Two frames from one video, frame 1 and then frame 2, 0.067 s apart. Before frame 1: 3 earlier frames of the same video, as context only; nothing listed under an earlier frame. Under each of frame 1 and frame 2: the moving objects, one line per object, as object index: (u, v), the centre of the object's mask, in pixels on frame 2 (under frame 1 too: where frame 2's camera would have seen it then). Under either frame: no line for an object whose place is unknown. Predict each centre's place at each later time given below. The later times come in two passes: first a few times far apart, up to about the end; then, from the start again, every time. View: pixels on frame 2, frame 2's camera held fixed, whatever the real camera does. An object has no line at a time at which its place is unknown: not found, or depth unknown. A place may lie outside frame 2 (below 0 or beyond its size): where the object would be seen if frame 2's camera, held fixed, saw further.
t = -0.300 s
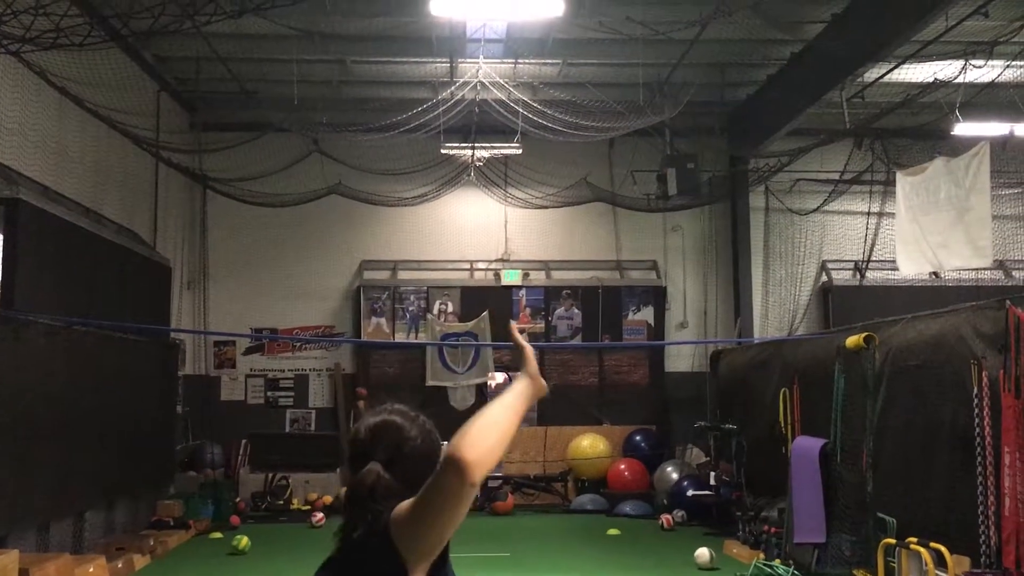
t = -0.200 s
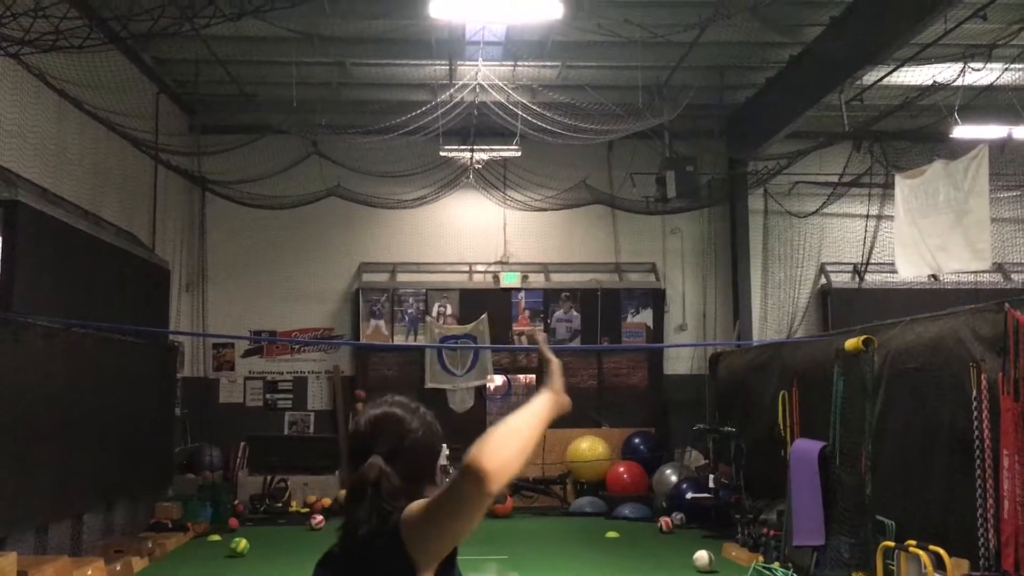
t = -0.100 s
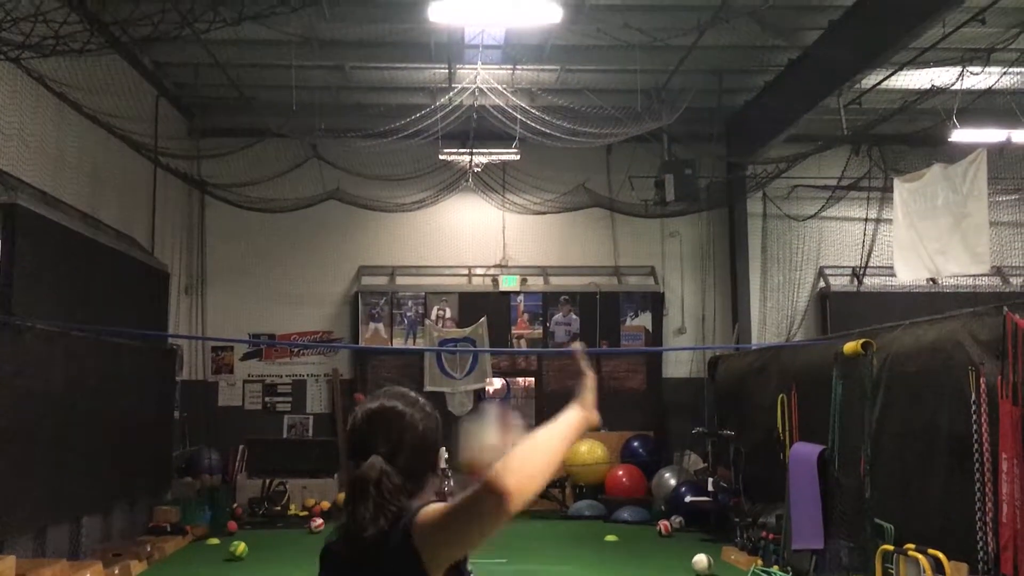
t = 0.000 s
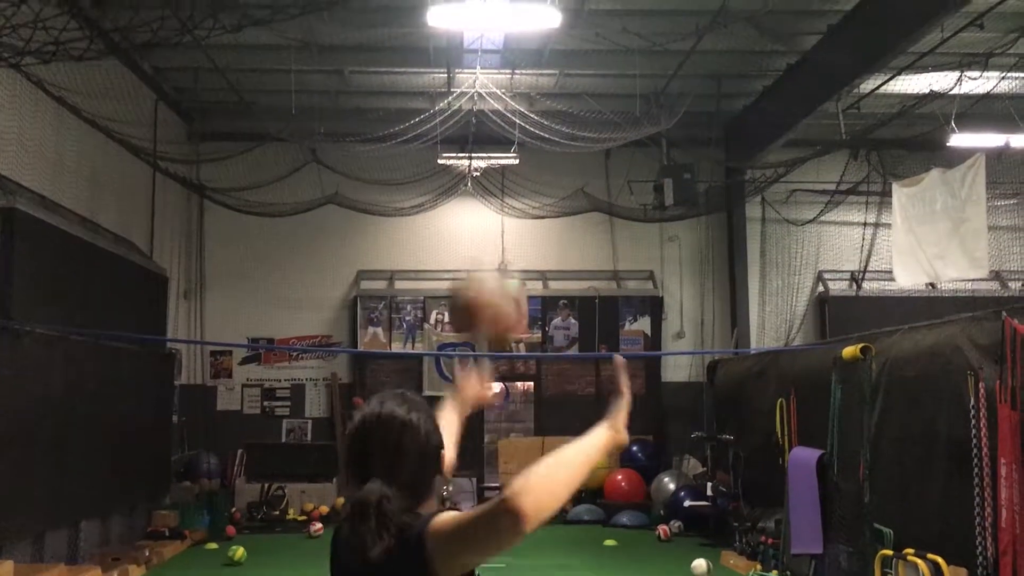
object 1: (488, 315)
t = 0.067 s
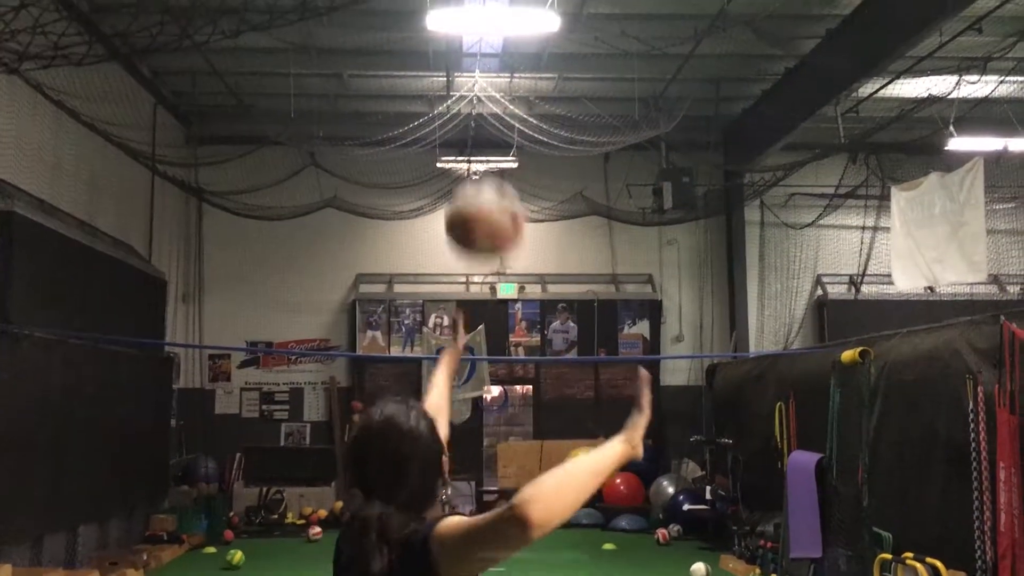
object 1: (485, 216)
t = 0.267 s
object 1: (479, 68)
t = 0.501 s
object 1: (472, 67)
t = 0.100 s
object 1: (485, 182)
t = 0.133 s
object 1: (485, 154)
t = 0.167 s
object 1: (483, 125)
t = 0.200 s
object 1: (481, 102)
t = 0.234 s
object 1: (479, 83)
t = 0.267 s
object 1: (479, 68)
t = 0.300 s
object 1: (478, 58)
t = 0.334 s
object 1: (477, 47)
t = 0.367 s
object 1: (476, 42)
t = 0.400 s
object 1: (475, 40)
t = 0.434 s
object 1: (474, 44)
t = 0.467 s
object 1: (472, 53)
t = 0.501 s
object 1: (472, 67)
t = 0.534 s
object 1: (471, 75)
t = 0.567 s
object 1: (470, 94)
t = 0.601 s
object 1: (470, 120)
